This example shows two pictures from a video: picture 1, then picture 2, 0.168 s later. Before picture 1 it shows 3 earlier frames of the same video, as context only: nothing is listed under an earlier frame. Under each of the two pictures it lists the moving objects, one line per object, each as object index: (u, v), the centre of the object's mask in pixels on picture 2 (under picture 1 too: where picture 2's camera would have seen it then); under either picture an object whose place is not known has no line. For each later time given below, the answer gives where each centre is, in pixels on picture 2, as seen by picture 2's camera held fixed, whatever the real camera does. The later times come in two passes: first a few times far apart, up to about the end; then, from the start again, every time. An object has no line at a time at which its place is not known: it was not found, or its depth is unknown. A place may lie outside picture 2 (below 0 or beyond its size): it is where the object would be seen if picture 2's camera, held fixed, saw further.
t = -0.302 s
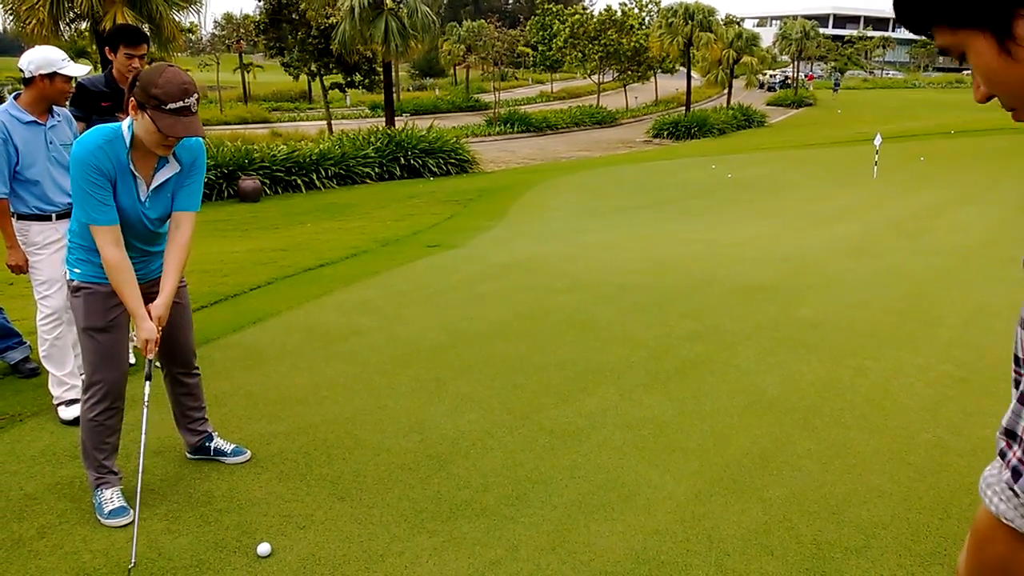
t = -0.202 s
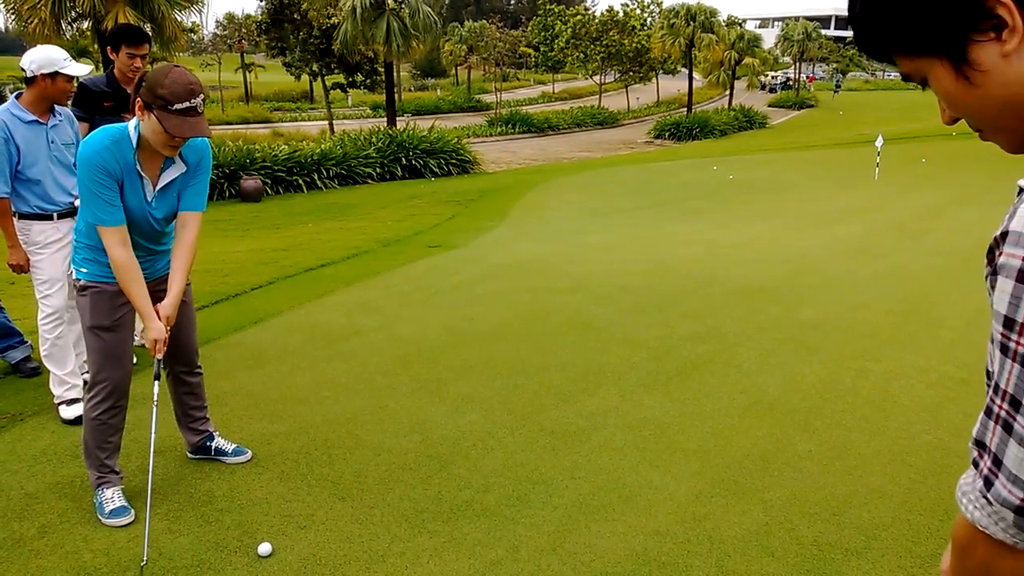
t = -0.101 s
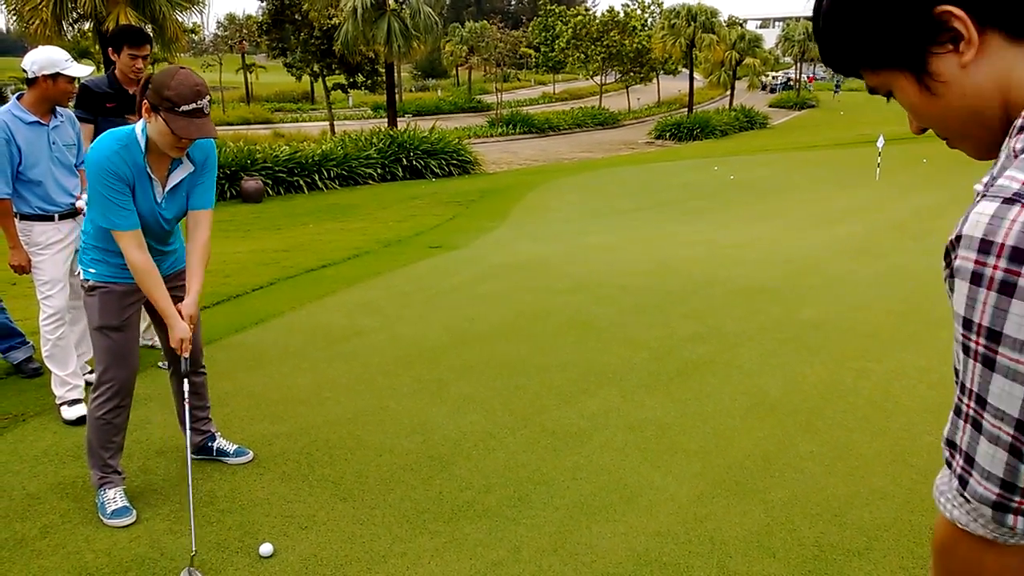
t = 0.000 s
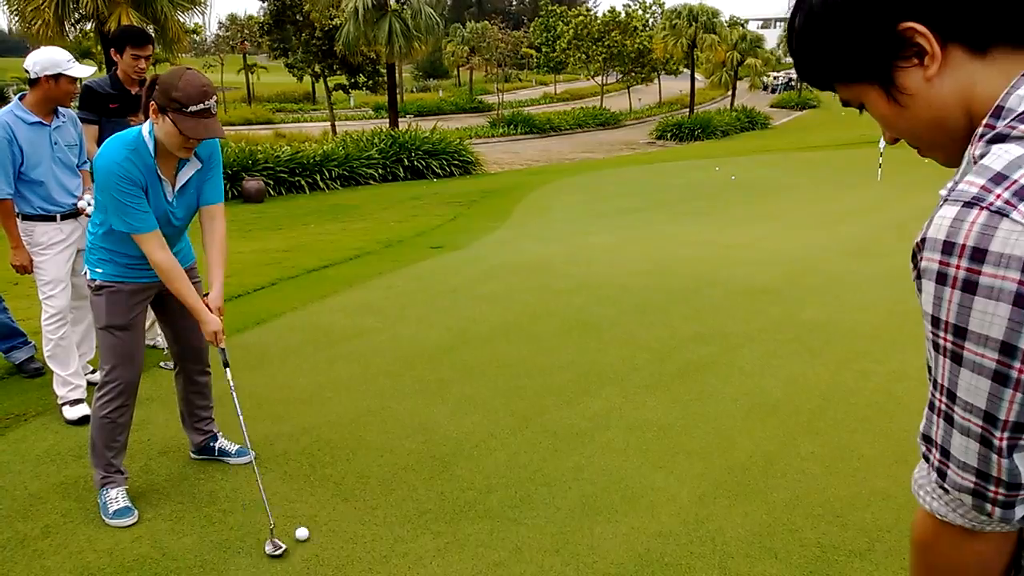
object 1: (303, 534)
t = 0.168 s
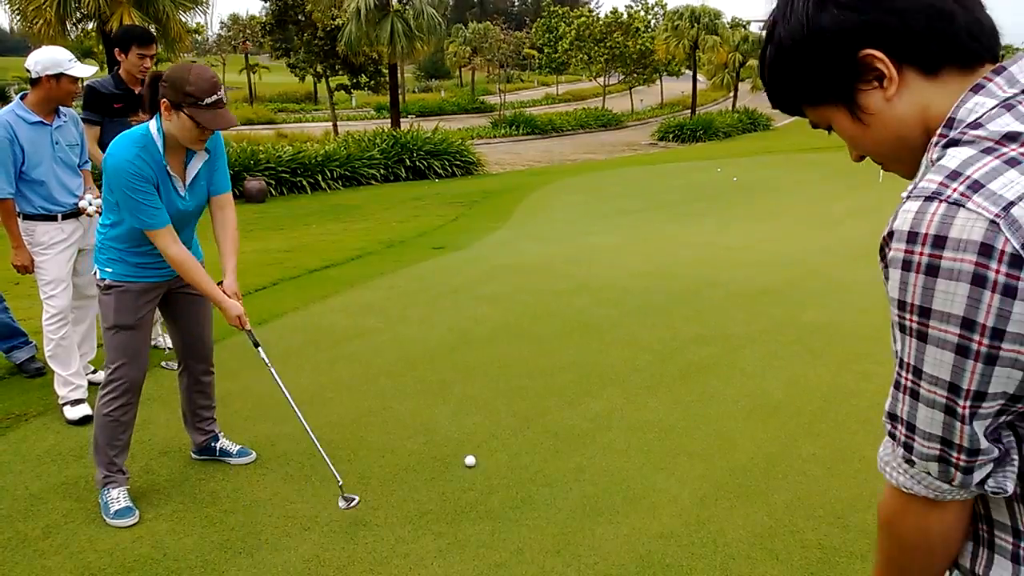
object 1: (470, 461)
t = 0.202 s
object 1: (493, 450)
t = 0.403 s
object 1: (601, 401)
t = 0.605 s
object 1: (679, 367)
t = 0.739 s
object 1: (720, 350)
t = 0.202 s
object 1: (493, 450)
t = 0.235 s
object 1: (515, 440)
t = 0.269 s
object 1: (535, 431)
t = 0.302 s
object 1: (553, 423)
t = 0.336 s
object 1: (570, 415)
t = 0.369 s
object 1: (586, 409)
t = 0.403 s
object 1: (601, 401)
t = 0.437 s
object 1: (616, 395)
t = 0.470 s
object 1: (630, 389)
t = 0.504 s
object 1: (643, 383)
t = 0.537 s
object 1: (655, 378)
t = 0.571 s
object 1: (667, 372)
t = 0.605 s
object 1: (679, 367)
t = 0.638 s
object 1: (690, 363)
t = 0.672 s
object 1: (700, 358)
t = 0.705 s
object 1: (710, 354)
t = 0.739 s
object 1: (720, 350)
